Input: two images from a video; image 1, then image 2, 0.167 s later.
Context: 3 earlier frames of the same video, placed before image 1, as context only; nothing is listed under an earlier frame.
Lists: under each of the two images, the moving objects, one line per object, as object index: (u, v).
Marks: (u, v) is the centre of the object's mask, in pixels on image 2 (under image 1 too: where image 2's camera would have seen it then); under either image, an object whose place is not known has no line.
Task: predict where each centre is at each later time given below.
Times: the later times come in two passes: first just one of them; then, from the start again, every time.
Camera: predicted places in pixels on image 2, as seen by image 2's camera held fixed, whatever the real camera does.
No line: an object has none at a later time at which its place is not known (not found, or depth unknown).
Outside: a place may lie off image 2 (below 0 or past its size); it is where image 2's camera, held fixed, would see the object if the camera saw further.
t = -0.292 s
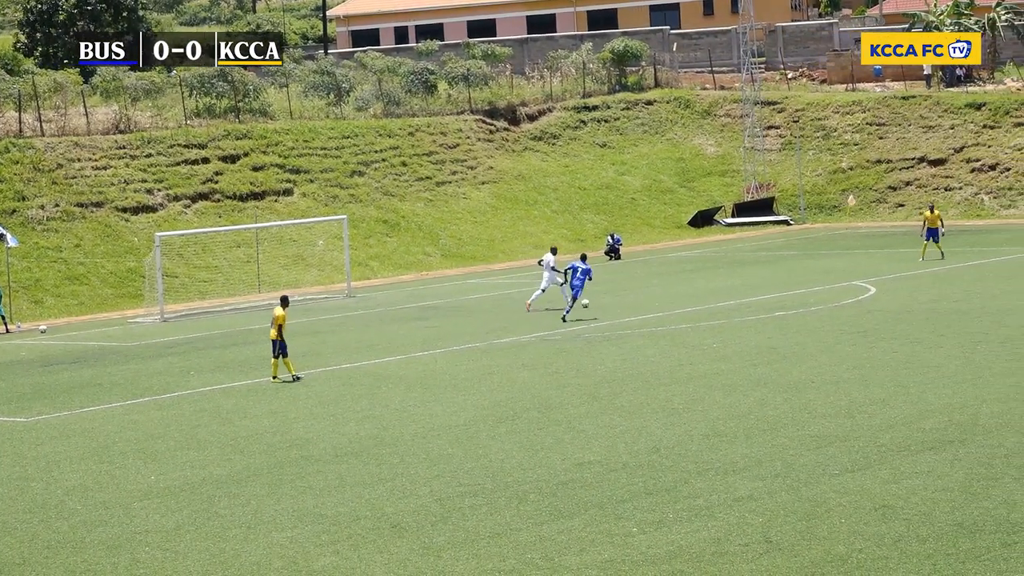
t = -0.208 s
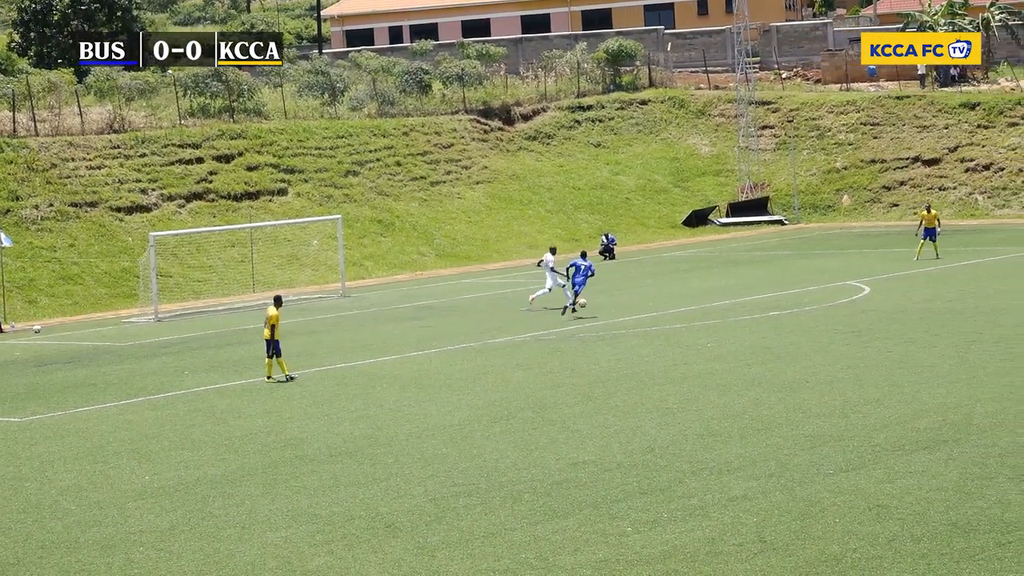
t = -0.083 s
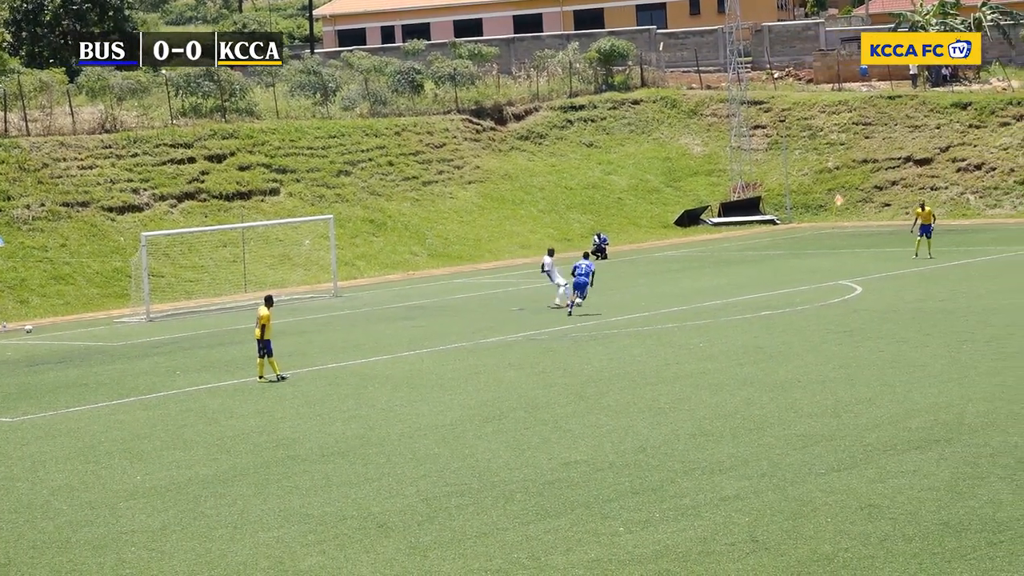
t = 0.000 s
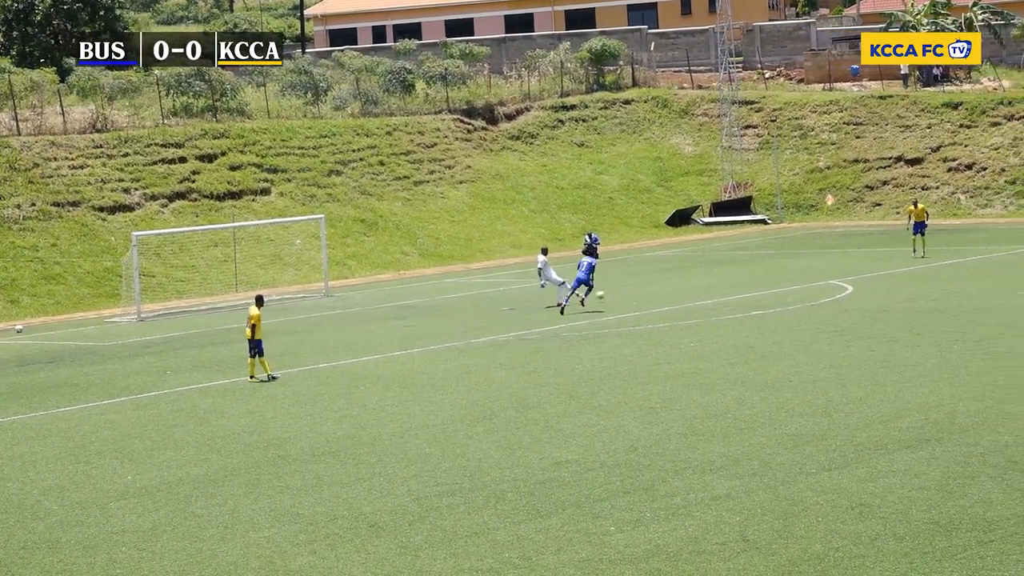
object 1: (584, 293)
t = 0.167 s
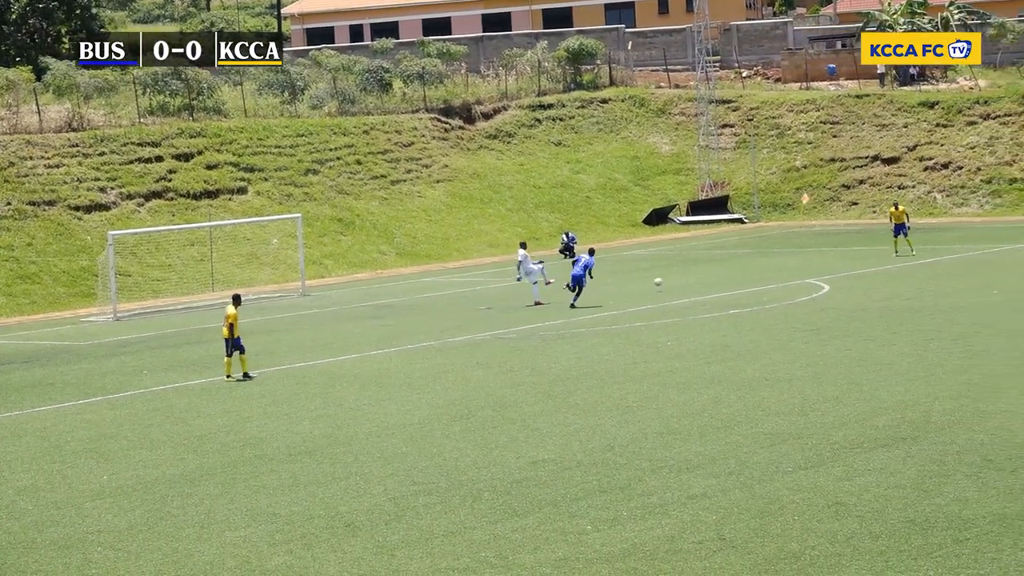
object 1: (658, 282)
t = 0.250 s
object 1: (692, 279)
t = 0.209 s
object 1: (675, 280)
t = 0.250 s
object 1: (692, 279)
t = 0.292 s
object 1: (708, 279)
